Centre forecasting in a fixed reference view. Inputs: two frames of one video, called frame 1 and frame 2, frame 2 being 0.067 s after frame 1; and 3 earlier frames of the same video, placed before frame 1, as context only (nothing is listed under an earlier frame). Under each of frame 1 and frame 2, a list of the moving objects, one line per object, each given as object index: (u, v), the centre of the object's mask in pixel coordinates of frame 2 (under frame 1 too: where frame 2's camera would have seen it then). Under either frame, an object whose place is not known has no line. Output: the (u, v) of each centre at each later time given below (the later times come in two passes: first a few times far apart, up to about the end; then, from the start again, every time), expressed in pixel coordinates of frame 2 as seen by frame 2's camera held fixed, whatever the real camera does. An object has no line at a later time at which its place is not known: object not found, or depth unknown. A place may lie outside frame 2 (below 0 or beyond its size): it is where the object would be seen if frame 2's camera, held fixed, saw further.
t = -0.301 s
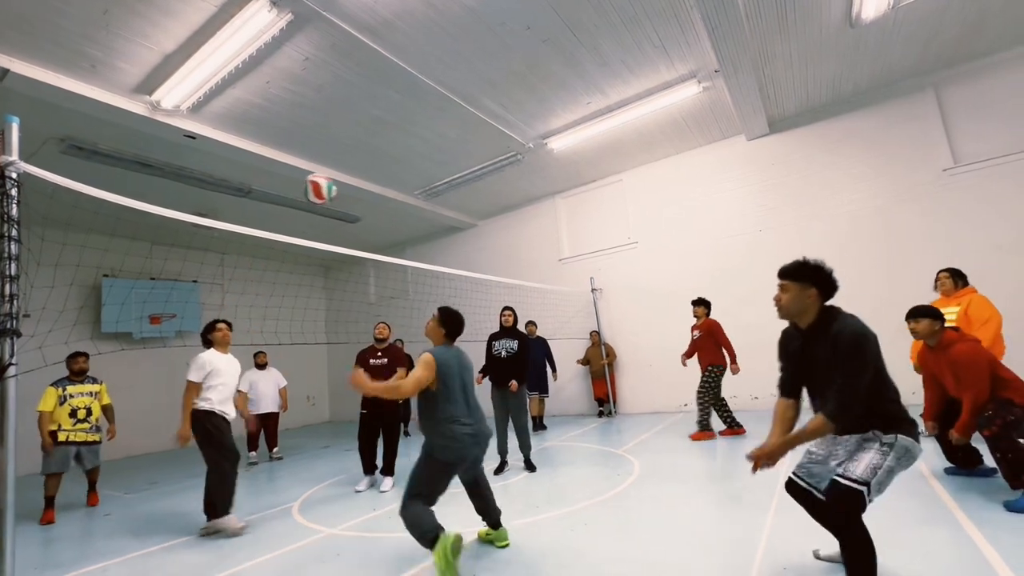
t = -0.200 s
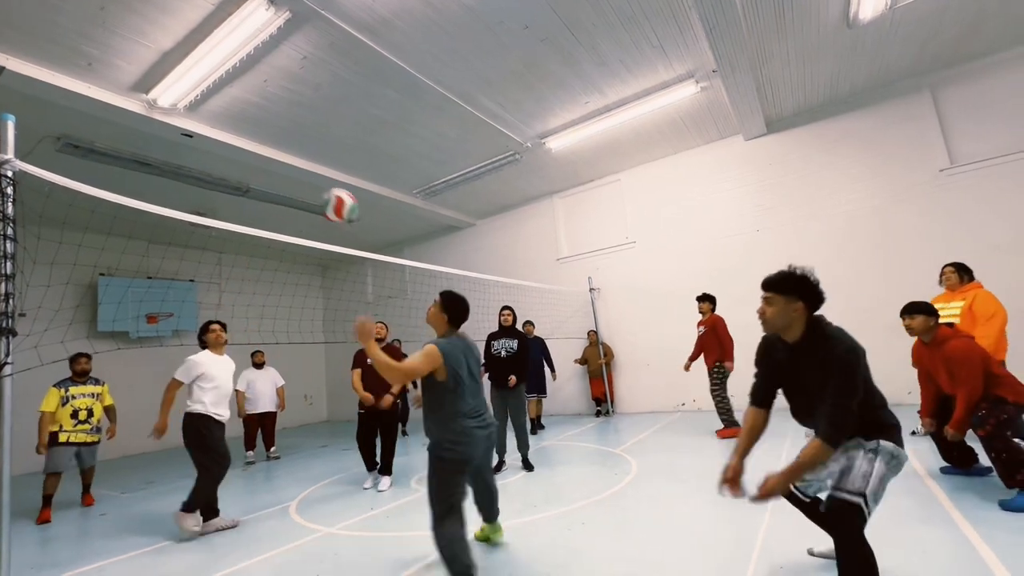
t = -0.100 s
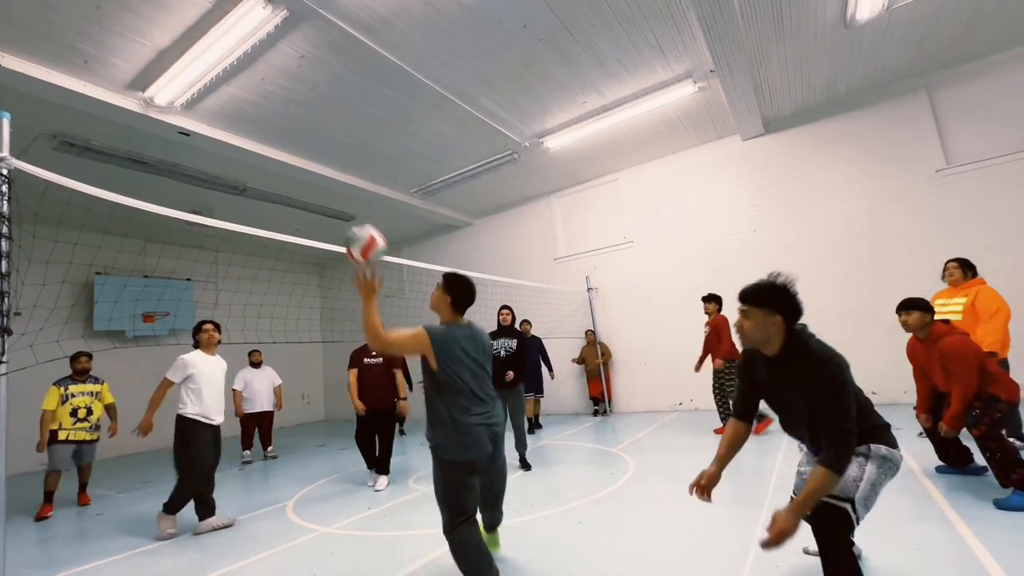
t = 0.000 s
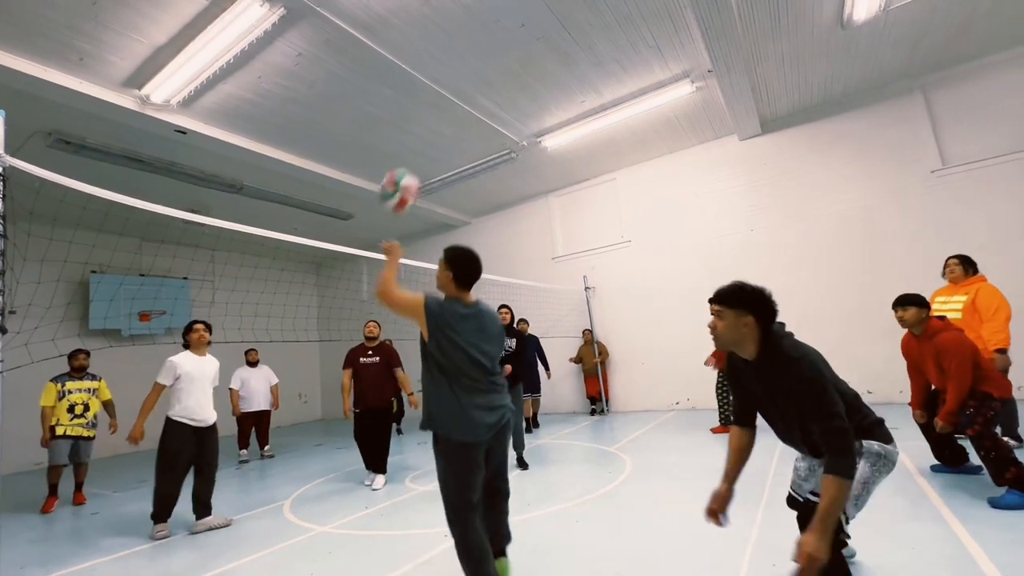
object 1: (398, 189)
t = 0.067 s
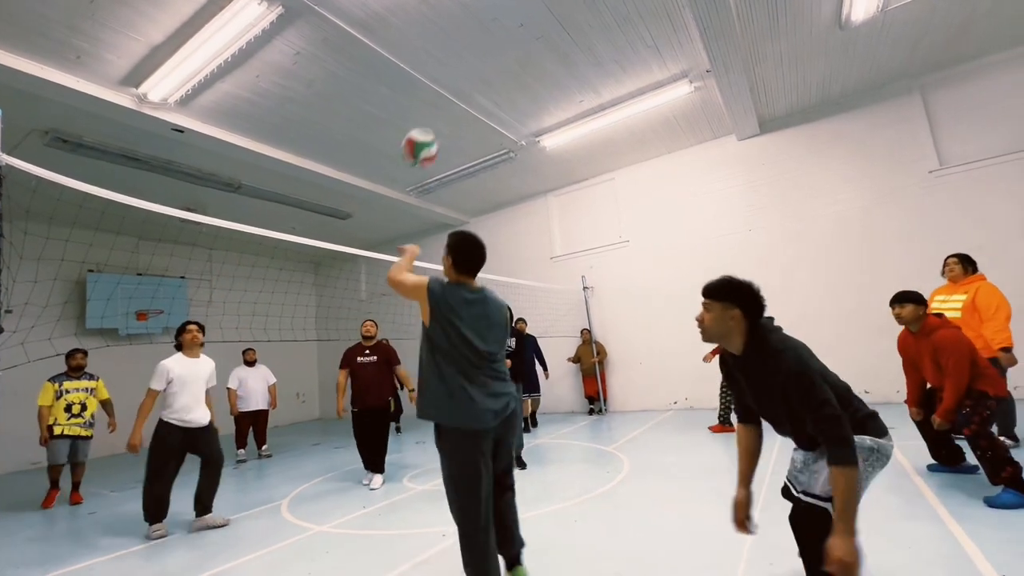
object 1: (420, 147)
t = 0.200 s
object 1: (457, 97)
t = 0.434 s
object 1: (508, 81)
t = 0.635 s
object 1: (545, 113)
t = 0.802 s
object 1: (574, 165)
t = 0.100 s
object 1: (430, 131)
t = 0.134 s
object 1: (439, 117)
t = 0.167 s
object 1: (448, 107)
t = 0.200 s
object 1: (457, 97)
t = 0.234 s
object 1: (465, 90)
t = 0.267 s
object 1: (473, 85)
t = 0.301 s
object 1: (480, 82)
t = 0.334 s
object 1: (487, 79)
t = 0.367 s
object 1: (494, 78)
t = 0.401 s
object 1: (501, 78)
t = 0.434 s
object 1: (508, 81)
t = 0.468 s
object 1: (514, 84)
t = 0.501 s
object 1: (521, 88)
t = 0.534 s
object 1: (527, 93)
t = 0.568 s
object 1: (533, 99)
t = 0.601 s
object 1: (538, 106)
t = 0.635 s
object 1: (545, 113)
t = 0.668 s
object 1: (550, 123)
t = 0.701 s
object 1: (556, 132)
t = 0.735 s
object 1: (563, 144)
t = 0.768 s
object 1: (567, 155)
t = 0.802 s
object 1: (574, 165)
